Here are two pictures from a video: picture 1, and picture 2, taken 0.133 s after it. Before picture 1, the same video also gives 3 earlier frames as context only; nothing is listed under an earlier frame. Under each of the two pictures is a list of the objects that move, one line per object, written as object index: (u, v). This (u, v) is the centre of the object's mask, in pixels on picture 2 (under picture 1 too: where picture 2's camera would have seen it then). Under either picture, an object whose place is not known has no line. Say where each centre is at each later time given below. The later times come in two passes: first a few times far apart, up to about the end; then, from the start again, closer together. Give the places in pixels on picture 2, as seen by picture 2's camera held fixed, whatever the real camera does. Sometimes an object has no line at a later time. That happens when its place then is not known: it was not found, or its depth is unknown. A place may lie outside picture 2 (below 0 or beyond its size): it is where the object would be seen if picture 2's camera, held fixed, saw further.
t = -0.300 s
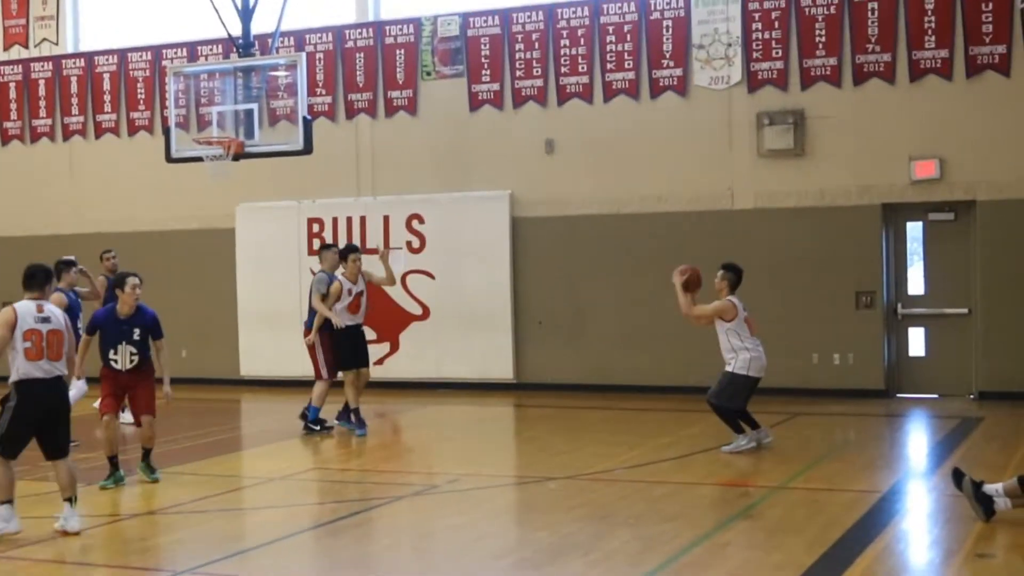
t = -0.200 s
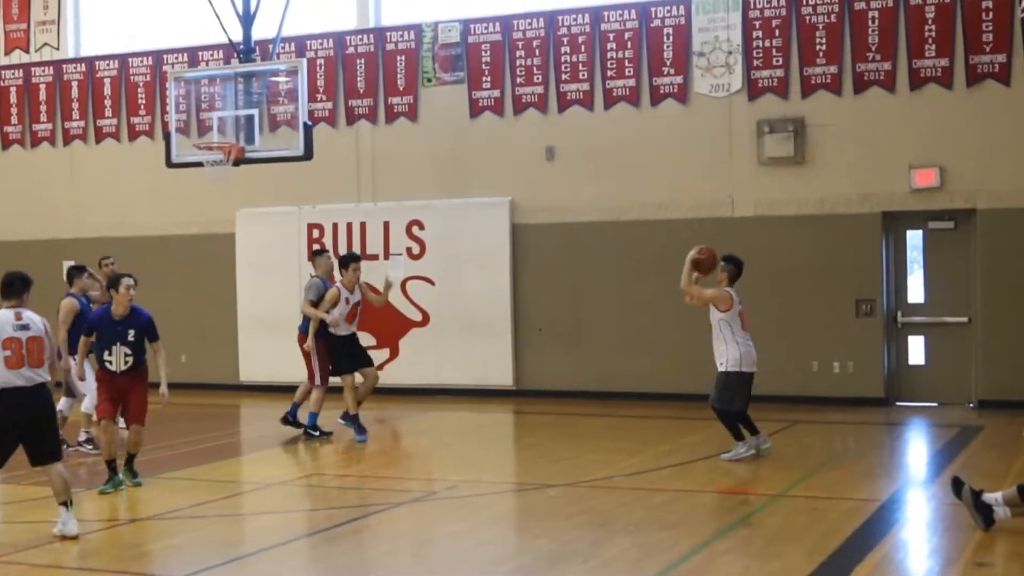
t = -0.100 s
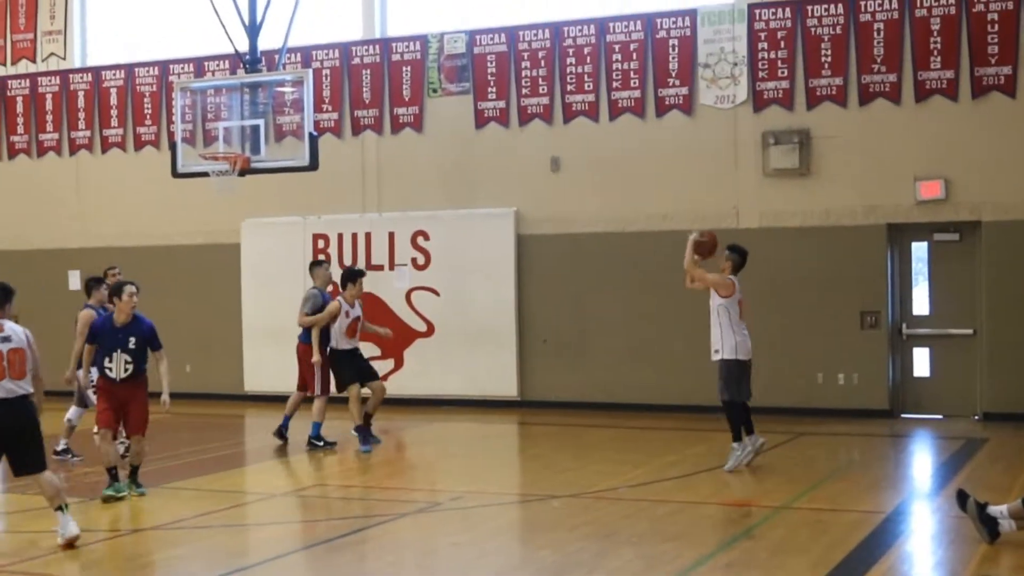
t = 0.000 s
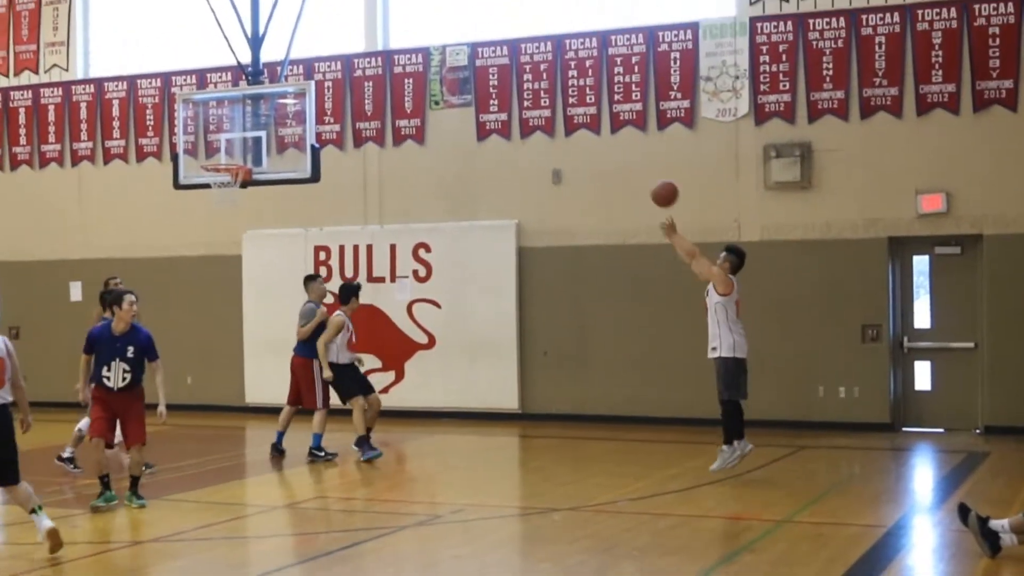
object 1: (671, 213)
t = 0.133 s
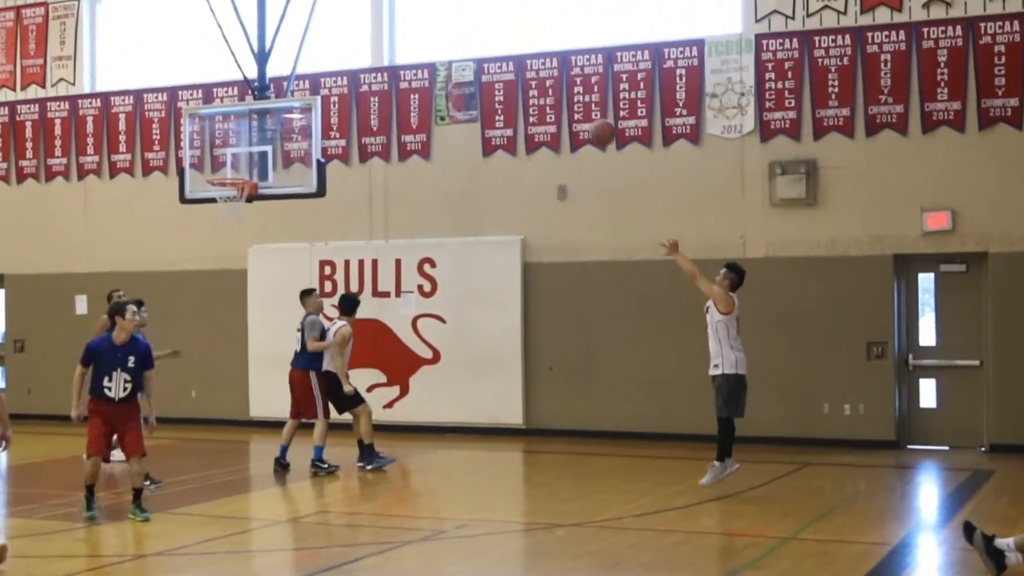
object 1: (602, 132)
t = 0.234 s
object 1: (556, 90)
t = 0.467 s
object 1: (458, 40)
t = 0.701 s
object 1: (370, 46)
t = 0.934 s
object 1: (291, 99)
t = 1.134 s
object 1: (232, 178)
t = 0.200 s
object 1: (570, 102)
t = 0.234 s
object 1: (556, 90)
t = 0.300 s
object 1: (526, 69)
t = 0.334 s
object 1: (513, 62)
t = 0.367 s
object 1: (498, 54)
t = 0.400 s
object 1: (485, 49)
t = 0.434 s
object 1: (471, 44)
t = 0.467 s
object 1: (458, 40)
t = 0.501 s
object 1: (444, 38)
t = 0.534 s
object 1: (431, 36)
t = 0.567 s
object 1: (419, 36)
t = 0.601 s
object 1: (406, 38)
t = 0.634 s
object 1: (393, 39)
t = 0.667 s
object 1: (382, 42)
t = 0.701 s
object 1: (370, 46)
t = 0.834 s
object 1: (323, 70)
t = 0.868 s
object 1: (312, 79)
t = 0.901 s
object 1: (302, 88)
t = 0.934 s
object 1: (291, 99)
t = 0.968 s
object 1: (280, 111)
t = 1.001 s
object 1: (270, 122)
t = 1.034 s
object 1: (261, 136)
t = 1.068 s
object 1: (251, 149)
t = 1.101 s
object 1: (241, 164)
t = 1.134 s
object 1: (232, 178)
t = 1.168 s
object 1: (227, 192)
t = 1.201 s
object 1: (222, 202)
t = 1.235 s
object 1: (219, 212)
